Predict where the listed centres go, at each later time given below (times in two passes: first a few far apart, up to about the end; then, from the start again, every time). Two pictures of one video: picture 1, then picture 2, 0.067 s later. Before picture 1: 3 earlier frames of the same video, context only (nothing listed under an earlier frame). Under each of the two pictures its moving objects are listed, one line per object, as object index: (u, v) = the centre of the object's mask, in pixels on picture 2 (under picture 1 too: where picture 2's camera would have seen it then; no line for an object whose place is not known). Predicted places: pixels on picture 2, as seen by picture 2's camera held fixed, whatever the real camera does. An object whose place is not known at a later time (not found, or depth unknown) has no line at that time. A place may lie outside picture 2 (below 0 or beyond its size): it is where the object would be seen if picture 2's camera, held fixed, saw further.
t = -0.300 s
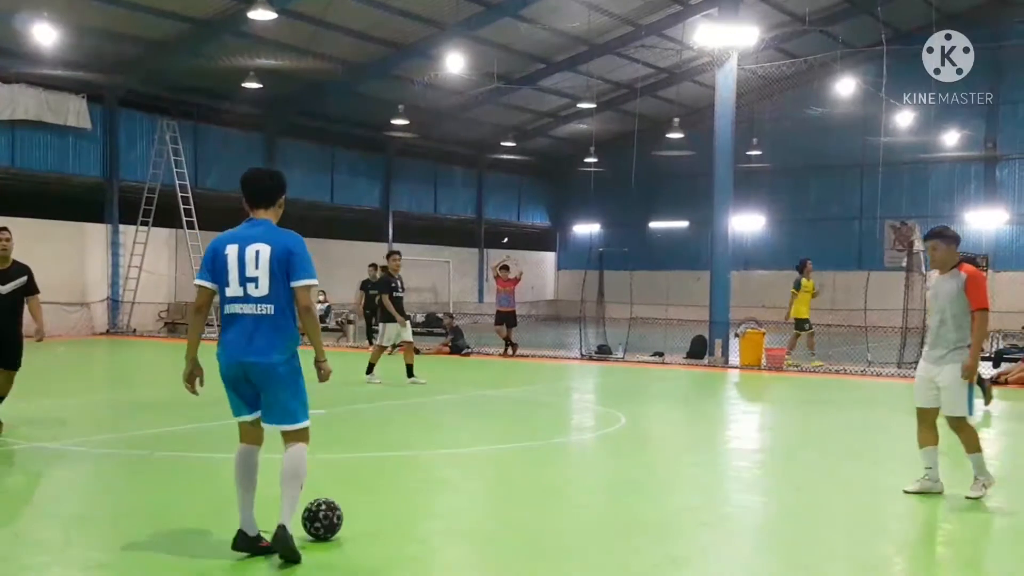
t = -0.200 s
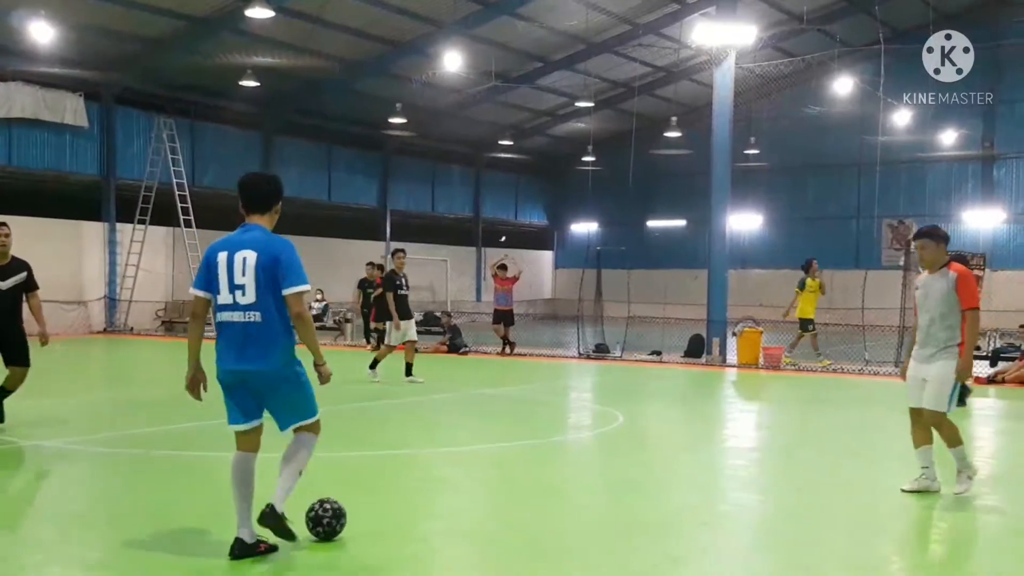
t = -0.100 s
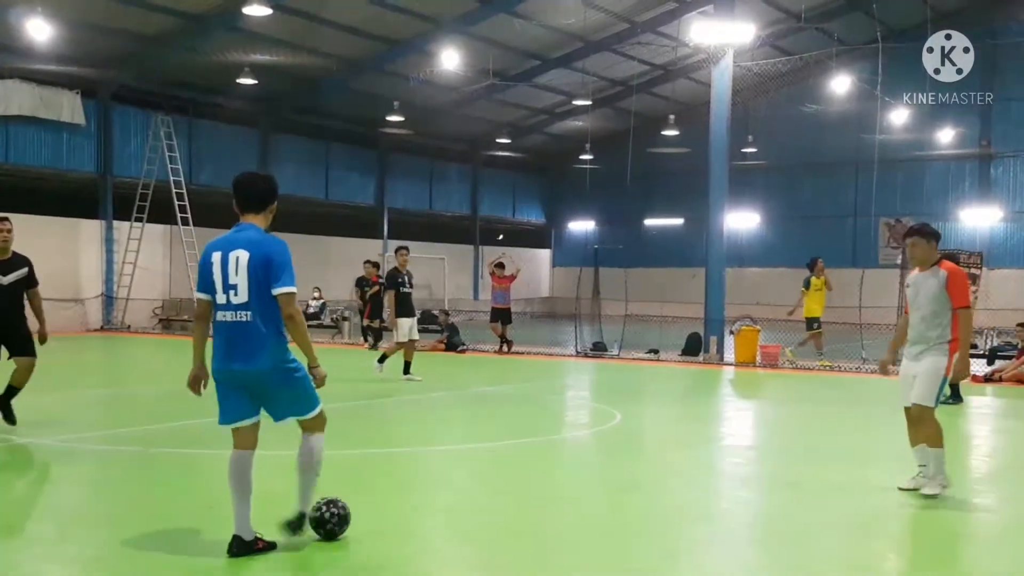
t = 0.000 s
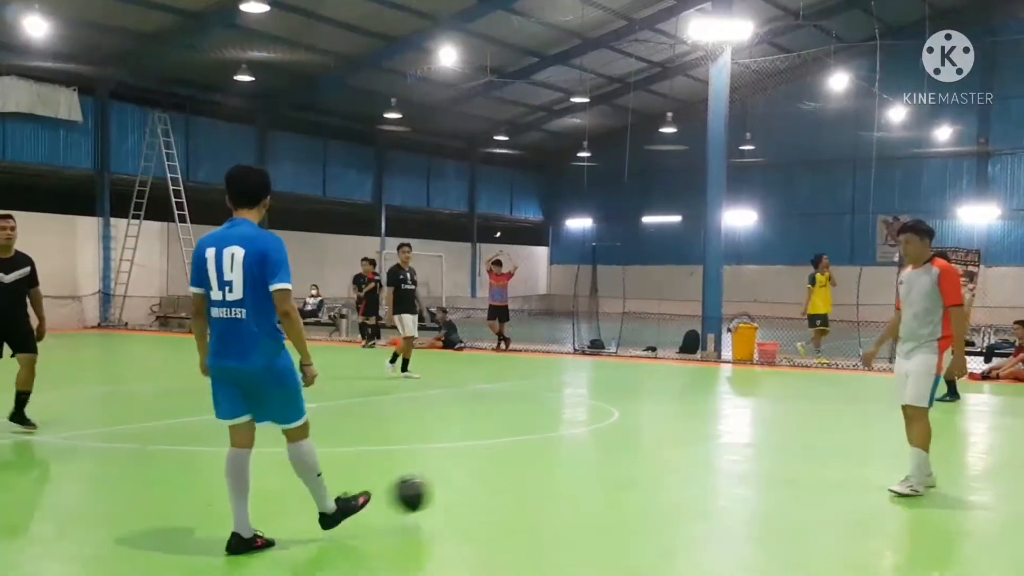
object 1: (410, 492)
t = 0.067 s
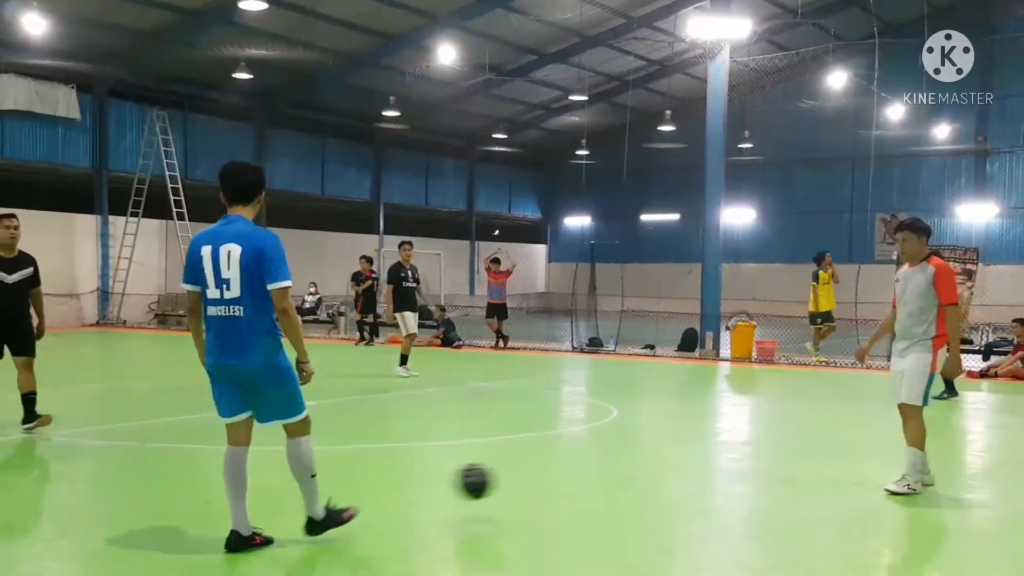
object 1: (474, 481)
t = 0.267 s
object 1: (647, 491)
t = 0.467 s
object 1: (760, 485)
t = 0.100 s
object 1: (507, 479)
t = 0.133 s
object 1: (537, 480)
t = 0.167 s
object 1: (567, 482)
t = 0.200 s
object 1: (597, 487)
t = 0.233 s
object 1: (623, 494)
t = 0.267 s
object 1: (647, 491)
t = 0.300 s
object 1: (669, 487)
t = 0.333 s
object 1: (689, 485)
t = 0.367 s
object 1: (708, 485)
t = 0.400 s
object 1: (727, 487)
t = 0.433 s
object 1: (745, 487)
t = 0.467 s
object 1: (760, 485)
